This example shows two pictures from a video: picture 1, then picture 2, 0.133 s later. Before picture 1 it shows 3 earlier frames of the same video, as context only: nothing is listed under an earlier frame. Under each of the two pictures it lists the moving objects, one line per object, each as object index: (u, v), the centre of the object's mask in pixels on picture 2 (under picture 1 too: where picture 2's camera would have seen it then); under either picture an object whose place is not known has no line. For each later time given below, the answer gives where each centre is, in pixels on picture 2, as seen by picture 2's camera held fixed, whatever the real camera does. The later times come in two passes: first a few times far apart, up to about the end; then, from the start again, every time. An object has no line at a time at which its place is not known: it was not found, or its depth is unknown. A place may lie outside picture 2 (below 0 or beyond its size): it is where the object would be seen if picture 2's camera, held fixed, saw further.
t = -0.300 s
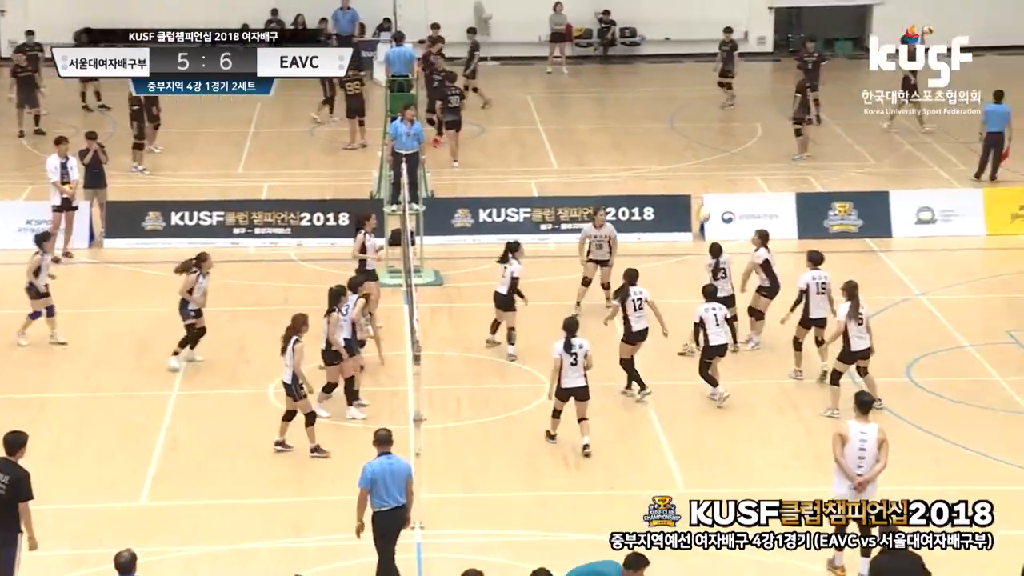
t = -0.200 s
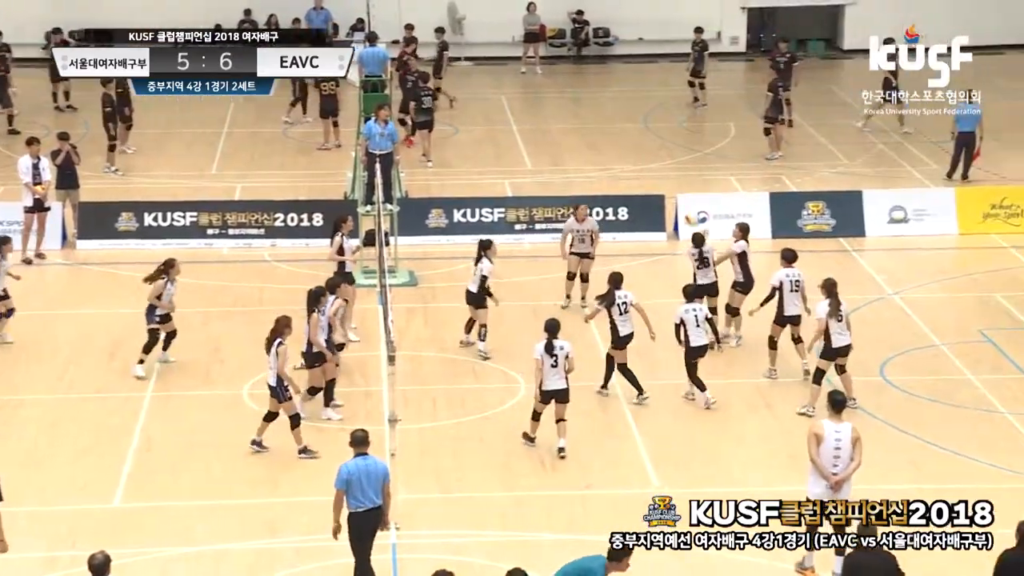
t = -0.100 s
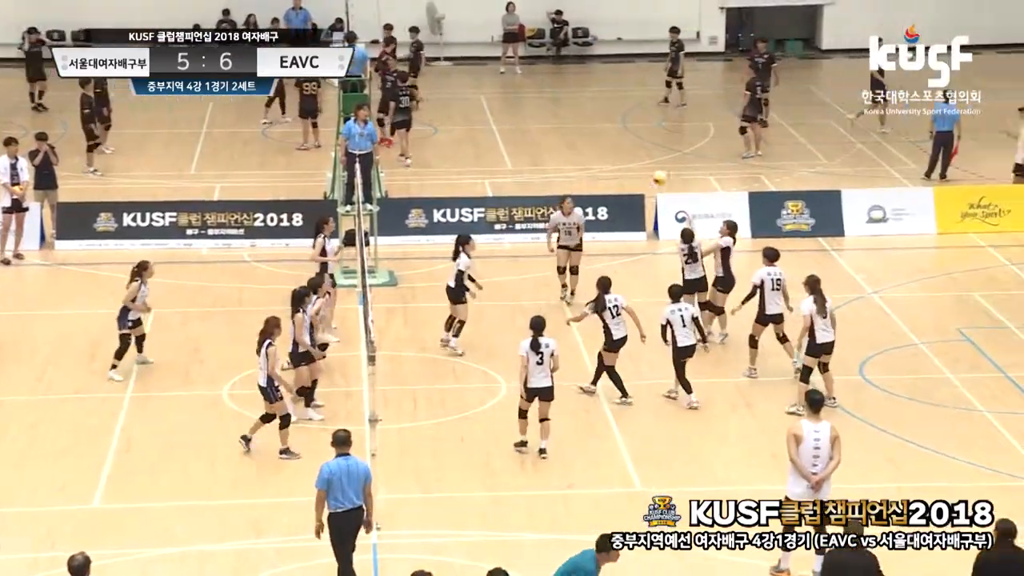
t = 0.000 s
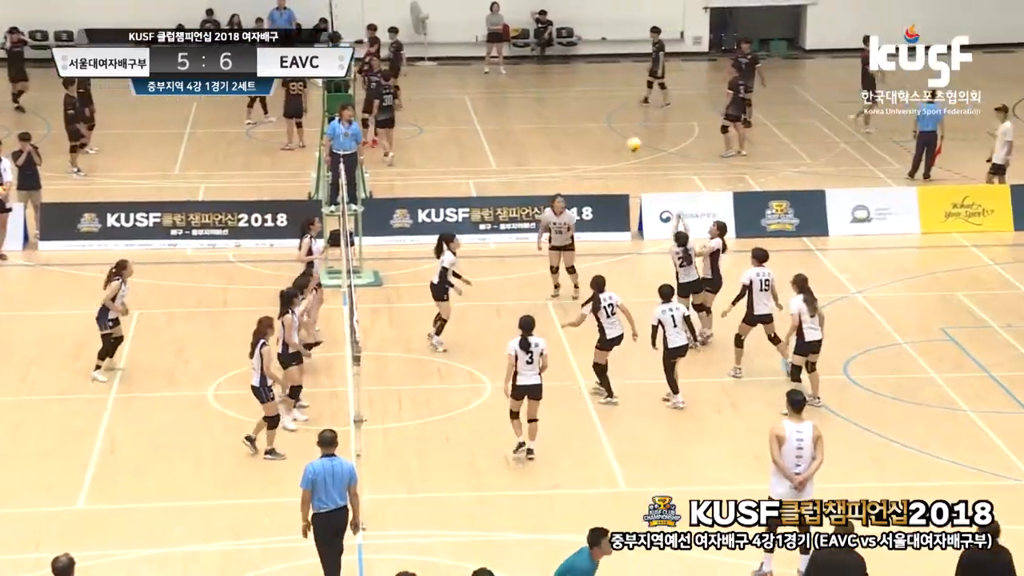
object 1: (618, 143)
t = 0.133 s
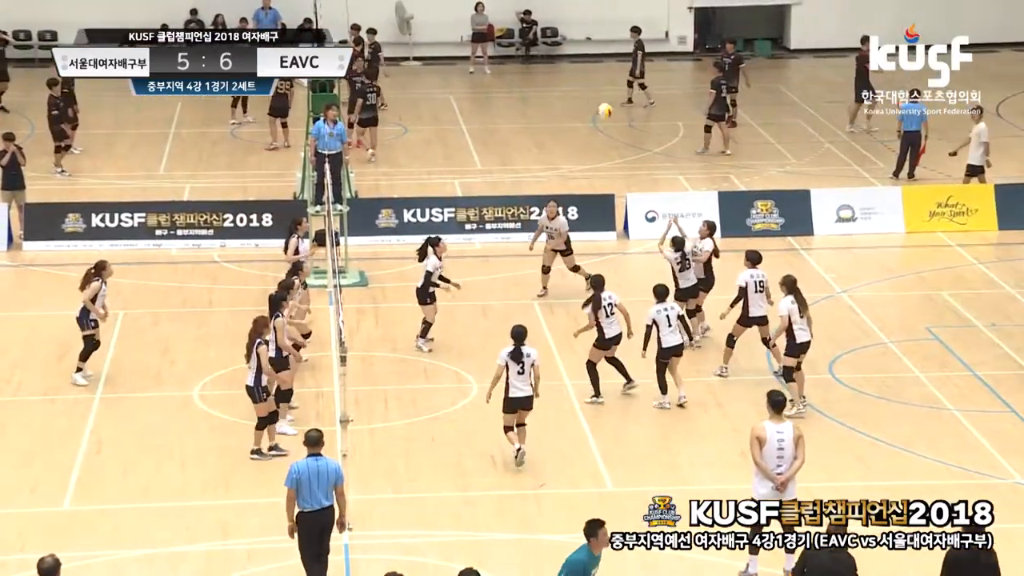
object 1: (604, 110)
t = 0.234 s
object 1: (593, 94)
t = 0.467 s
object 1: (567, 83)
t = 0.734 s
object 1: (535, 120)
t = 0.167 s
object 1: (601, 104)
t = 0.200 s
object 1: (597, 98)
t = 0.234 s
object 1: (593, 94)
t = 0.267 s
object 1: (589, 90)
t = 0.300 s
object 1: (586, 87)
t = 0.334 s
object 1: (582, 85)
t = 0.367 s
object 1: (579, 84)
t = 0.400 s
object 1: (575, 83)
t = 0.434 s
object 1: (571, 83)
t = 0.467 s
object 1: (567, 83)
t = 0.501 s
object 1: (563, 85)
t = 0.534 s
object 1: (559, 88)
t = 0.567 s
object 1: (555, 91)
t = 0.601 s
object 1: (552, 94)
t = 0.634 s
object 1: (547, 99)
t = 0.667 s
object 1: (543, 105)
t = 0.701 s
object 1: (539, 112)
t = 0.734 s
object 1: (535, 120)
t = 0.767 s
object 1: (532, 128)
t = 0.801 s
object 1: (529, 137)
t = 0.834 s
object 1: (525, 147)
